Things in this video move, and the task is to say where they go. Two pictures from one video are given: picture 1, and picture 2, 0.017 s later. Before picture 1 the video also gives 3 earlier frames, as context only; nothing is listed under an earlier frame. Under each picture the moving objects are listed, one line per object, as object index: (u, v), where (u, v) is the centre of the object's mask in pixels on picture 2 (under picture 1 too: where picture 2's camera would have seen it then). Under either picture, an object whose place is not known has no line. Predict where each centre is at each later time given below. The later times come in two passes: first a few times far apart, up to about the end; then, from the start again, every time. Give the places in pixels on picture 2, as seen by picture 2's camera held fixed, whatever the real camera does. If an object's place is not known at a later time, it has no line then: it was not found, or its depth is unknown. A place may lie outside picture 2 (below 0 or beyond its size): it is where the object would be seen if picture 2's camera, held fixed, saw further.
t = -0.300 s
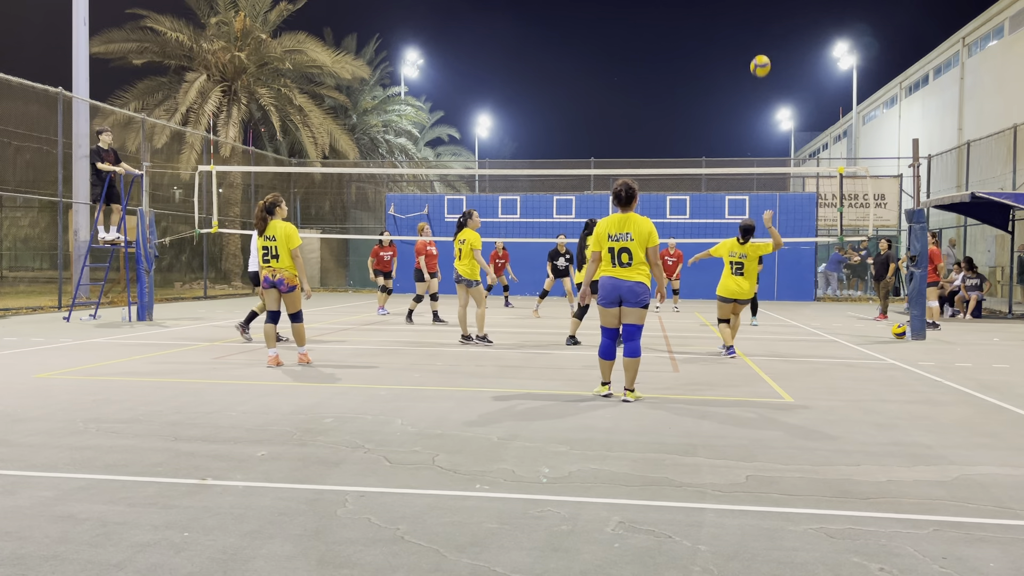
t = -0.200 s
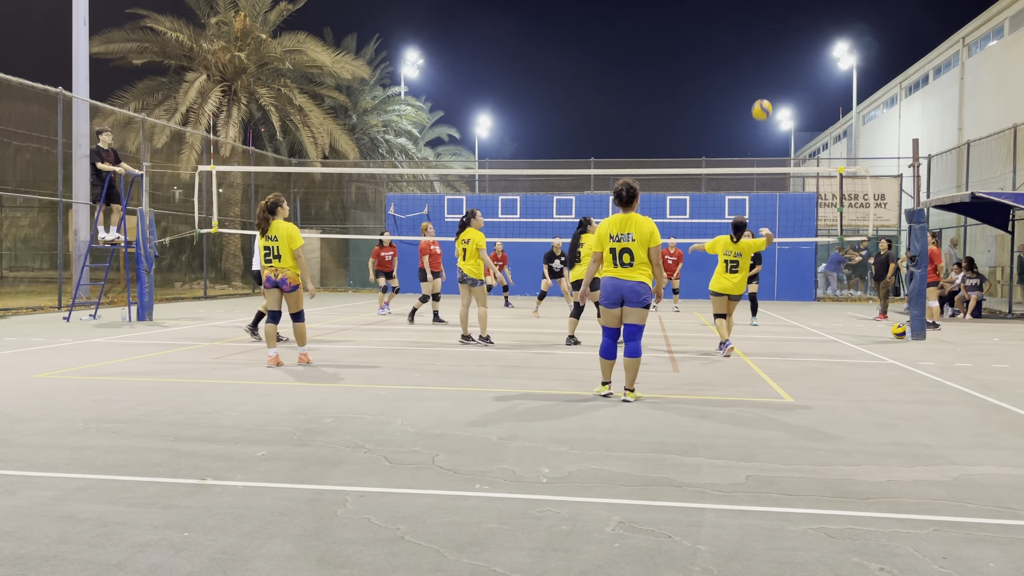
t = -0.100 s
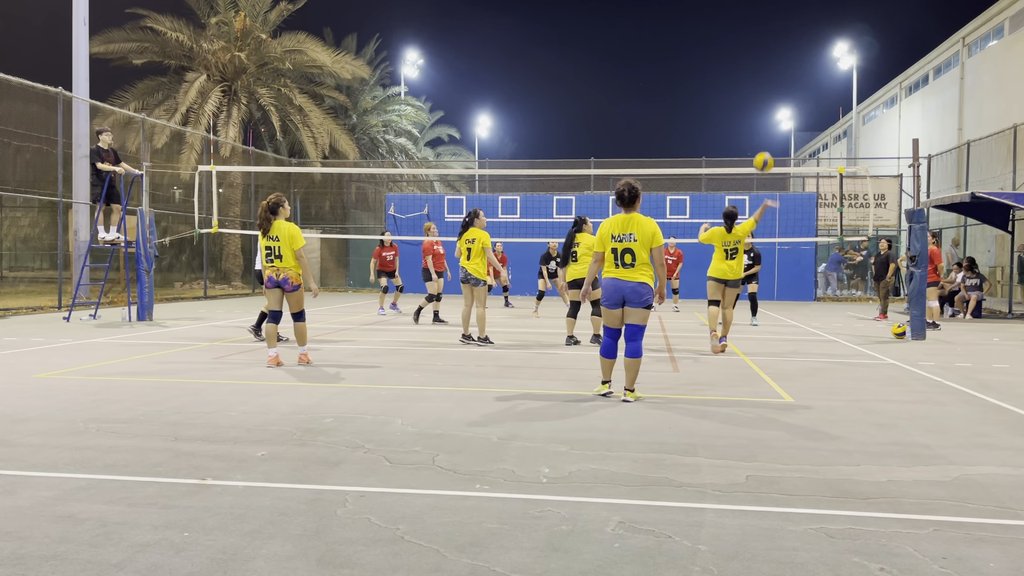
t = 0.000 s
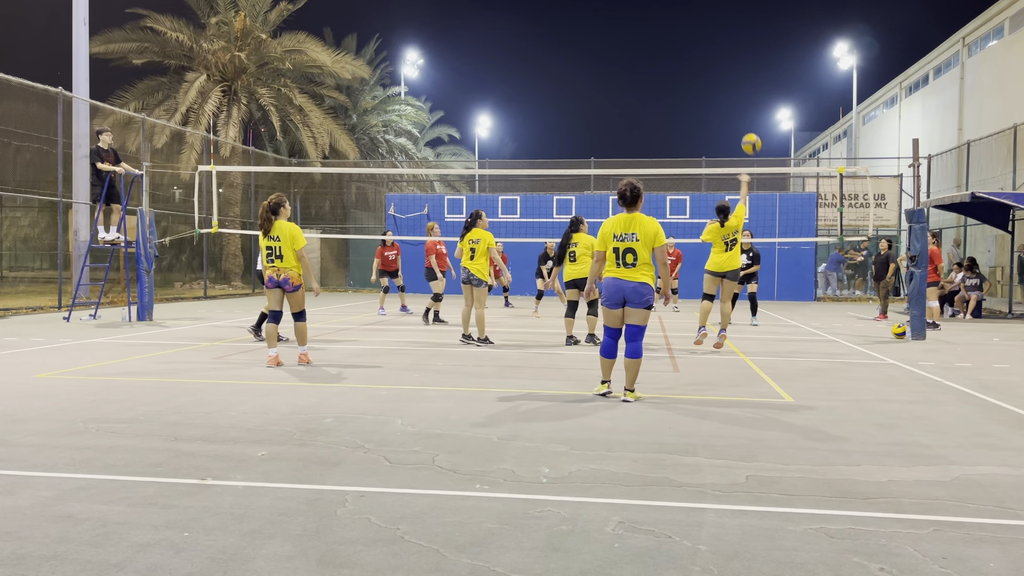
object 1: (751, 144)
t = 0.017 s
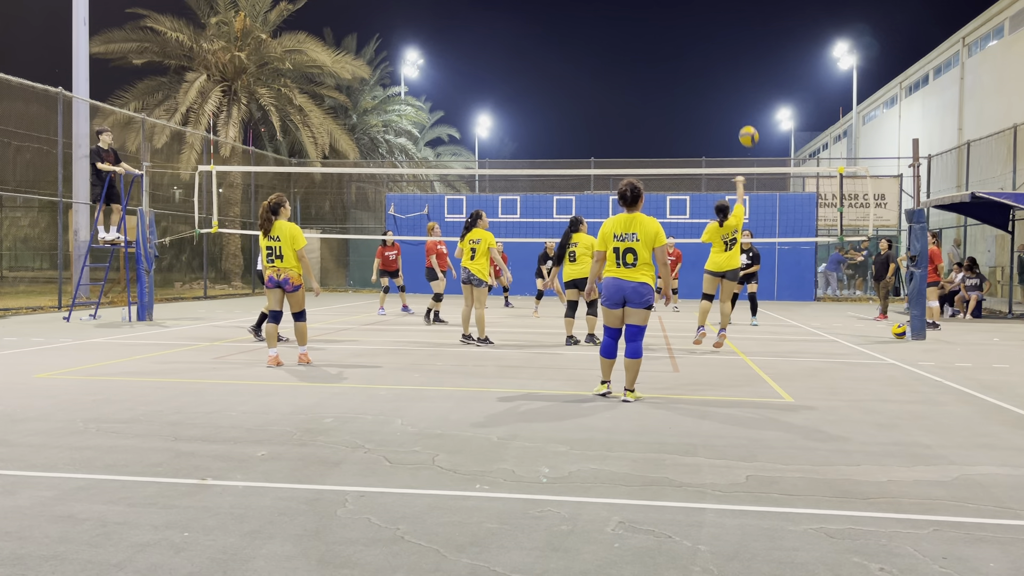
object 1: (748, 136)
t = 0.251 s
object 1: (715, 65)
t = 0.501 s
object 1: (687, 47)
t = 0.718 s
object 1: (668, 66)
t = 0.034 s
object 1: (746, 129)
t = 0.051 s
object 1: (743, 122)
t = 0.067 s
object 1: (740, 116)
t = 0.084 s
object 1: (738, 109)
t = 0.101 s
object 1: (735, 104)
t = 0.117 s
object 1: (733, 98)
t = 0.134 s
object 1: (730, 93)
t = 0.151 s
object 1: (728, 88)
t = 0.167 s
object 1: (726, 84)
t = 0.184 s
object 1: (723, 79)
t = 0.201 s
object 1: (721, 75)
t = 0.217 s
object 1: (719, 72)
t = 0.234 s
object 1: (717, 68)
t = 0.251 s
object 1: (715, 65)
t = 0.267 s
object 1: (713, 62)
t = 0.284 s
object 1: (711, 60)
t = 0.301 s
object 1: (708, 57)
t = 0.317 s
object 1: (707, 55)
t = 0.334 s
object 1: (705, 53)
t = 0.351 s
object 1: (703, 52)
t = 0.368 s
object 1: (701, 50)
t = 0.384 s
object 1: (699, 49)
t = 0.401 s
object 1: (697, 48)
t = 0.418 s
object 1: (695, 47)
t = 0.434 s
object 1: (694, 47)
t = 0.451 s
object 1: (692, 47)
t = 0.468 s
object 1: (690, 47)
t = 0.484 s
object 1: (688, 47)
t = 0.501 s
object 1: (687, 47)
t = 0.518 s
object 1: (685, 47)
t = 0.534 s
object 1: (684, 48)
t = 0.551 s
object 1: (682, 49)
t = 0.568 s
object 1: (681, 50)
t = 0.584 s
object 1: (679, 51)
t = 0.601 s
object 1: (678, 52)
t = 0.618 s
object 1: (676, 54)
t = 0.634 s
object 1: (675, 56)
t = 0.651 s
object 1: (674, 58)
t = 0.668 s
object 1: (672, 60)
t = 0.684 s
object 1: (671, 62)
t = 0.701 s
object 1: (670, 64)
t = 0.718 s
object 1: (668, 66)
